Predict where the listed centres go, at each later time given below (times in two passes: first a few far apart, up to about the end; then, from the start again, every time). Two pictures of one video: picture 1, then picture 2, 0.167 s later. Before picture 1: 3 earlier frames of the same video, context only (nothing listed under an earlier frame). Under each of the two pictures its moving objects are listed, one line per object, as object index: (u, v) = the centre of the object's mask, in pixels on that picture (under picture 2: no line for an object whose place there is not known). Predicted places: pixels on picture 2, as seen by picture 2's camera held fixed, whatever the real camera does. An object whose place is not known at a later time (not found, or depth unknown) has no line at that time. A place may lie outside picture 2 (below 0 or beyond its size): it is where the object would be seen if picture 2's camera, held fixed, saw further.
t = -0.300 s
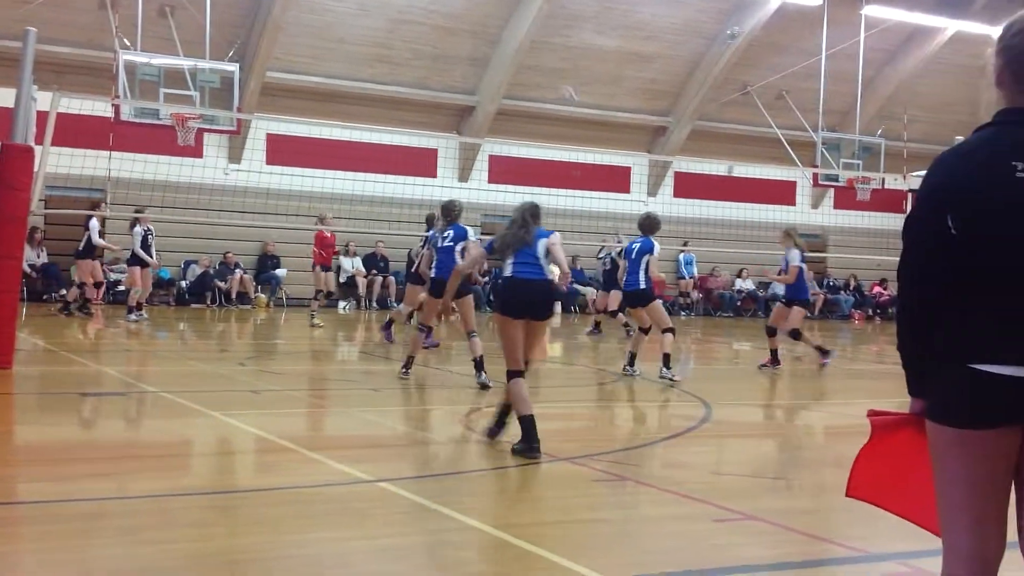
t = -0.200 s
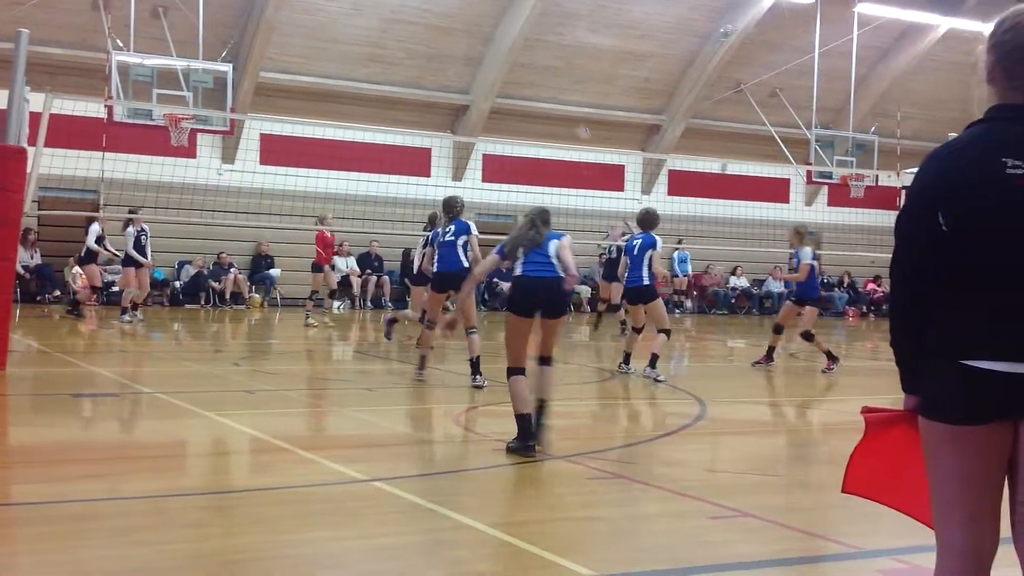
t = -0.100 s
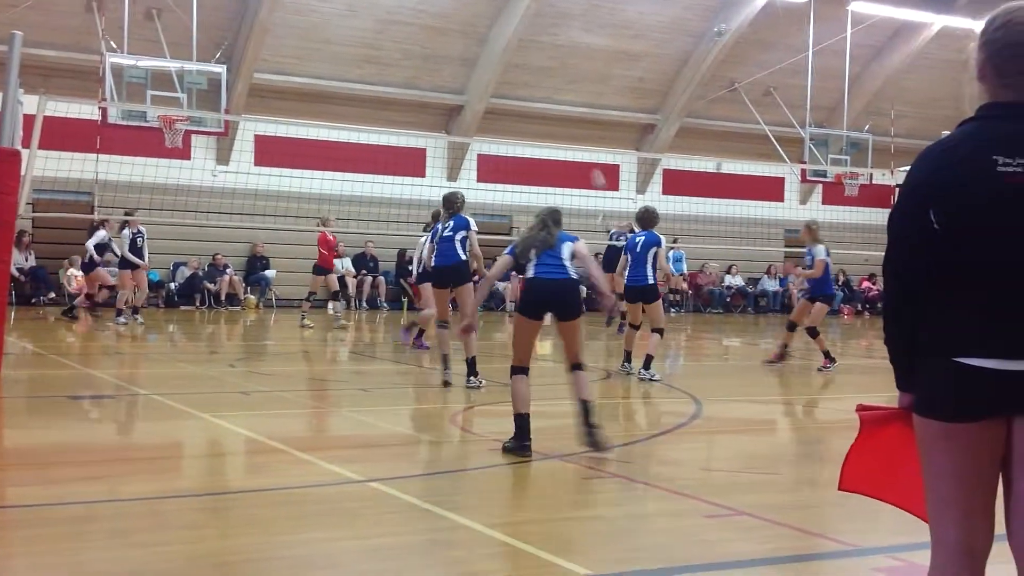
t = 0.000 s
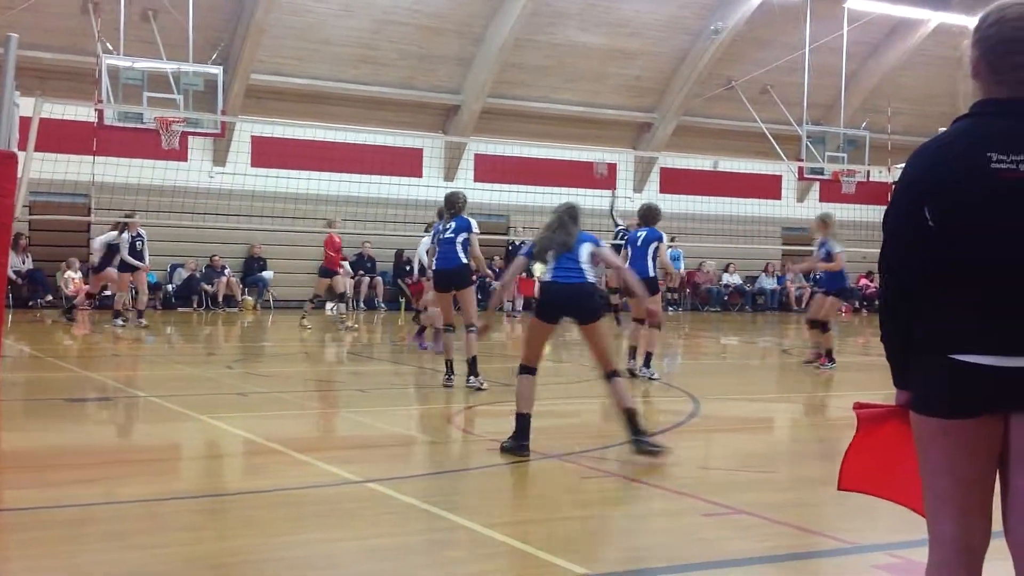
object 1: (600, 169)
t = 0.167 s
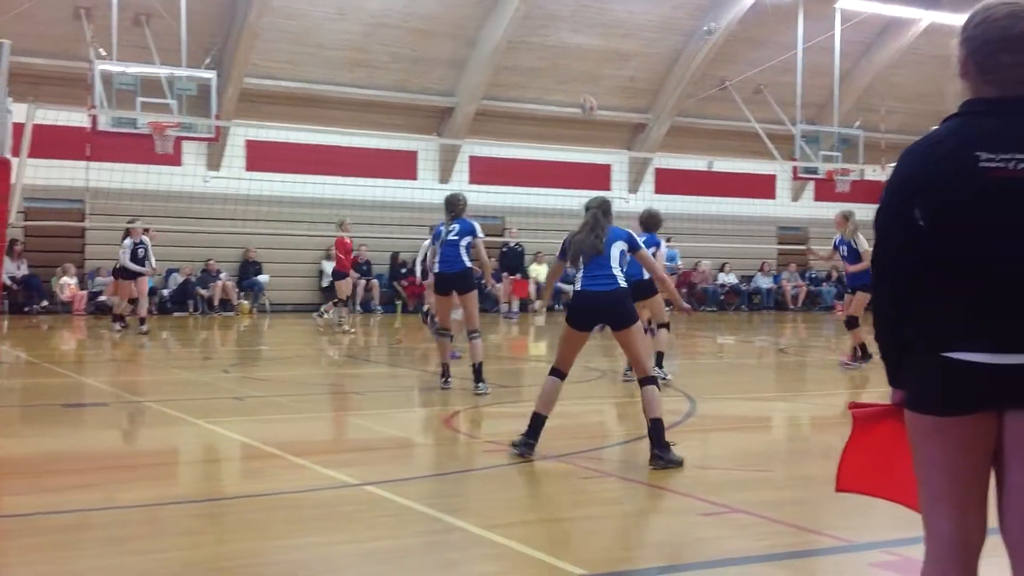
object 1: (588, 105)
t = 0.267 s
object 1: (582, 72)
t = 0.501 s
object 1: (563, 16)
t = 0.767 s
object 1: (535, 7)
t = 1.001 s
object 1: (501, 83)
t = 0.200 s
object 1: (587, 94)
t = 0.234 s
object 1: (585, 82)
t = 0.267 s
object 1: (582, 72)
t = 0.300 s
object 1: (581, 62)
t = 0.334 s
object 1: (578, 52)
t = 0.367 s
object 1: (574, 43)
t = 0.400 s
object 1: (572, 36)
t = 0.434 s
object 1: (568, 29)
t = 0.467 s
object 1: (566, 21)
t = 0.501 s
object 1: (563, 16)
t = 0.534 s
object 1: (560, 10)
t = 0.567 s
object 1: (557, 7)
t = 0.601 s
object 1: (554, 4)
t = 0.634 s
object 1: (549, 2)
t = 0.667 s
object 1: (546, 2)
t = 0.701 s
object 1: (542, 2)
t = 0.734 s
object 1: (539, 3)
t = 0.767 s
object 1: (535, 7)
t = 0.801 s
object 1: (532, 12)
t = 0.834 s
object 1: (527, 19)
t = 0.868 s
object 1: (522, 27)
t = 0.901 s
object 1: (517, 38)
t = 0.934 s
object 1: (513, 50)
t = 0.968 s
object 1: (507, 64)
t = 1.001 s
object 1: (501, 83)
